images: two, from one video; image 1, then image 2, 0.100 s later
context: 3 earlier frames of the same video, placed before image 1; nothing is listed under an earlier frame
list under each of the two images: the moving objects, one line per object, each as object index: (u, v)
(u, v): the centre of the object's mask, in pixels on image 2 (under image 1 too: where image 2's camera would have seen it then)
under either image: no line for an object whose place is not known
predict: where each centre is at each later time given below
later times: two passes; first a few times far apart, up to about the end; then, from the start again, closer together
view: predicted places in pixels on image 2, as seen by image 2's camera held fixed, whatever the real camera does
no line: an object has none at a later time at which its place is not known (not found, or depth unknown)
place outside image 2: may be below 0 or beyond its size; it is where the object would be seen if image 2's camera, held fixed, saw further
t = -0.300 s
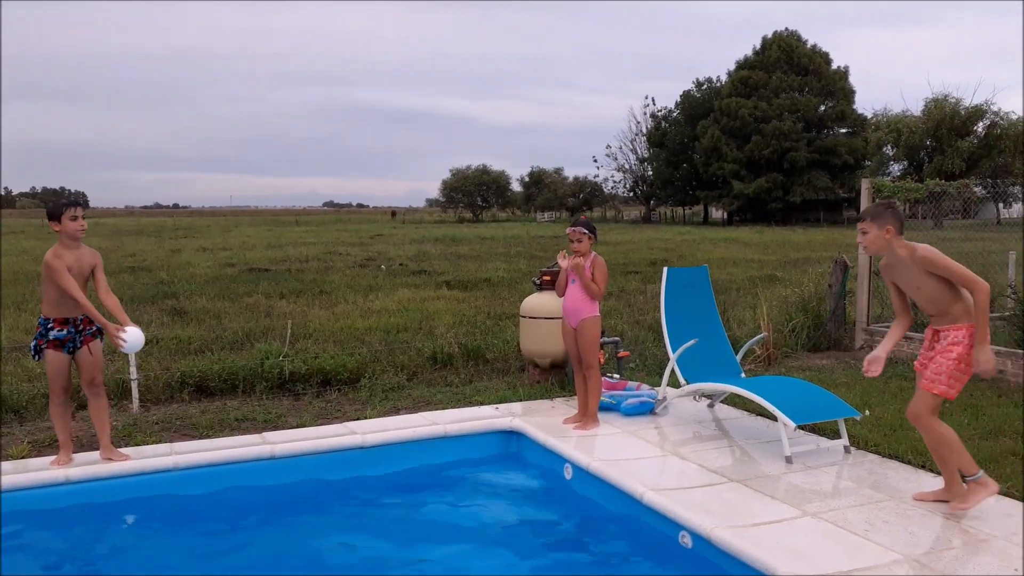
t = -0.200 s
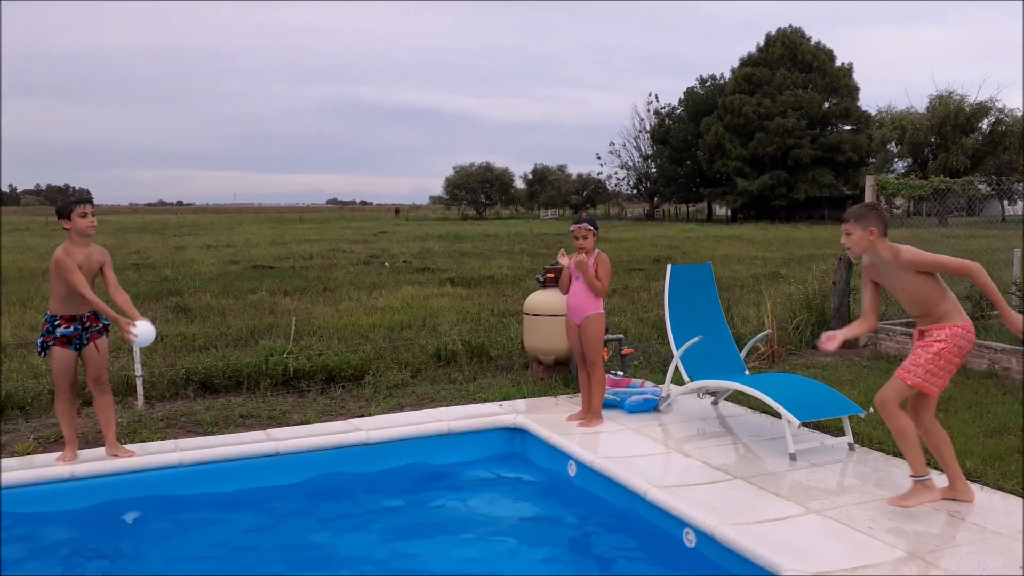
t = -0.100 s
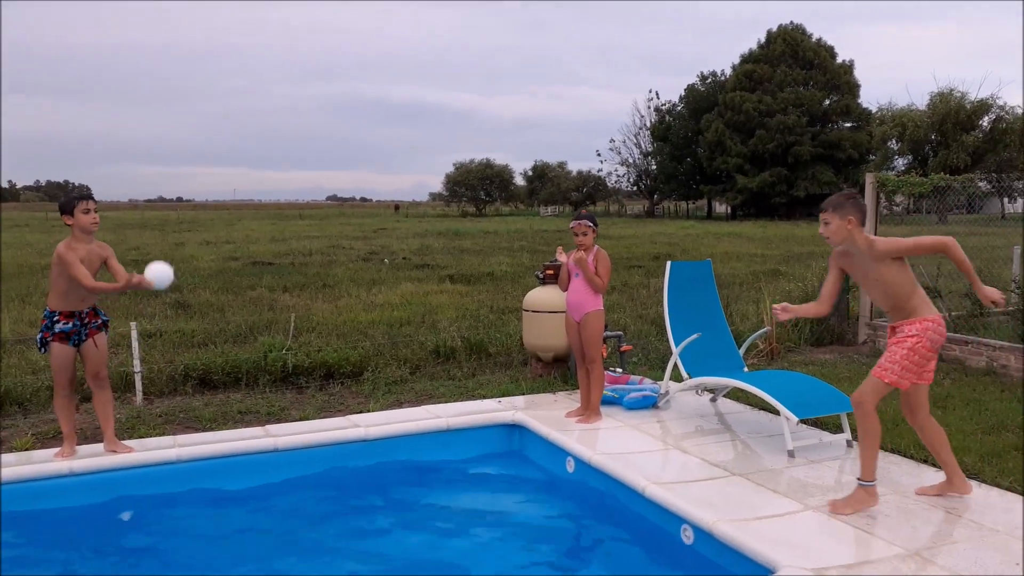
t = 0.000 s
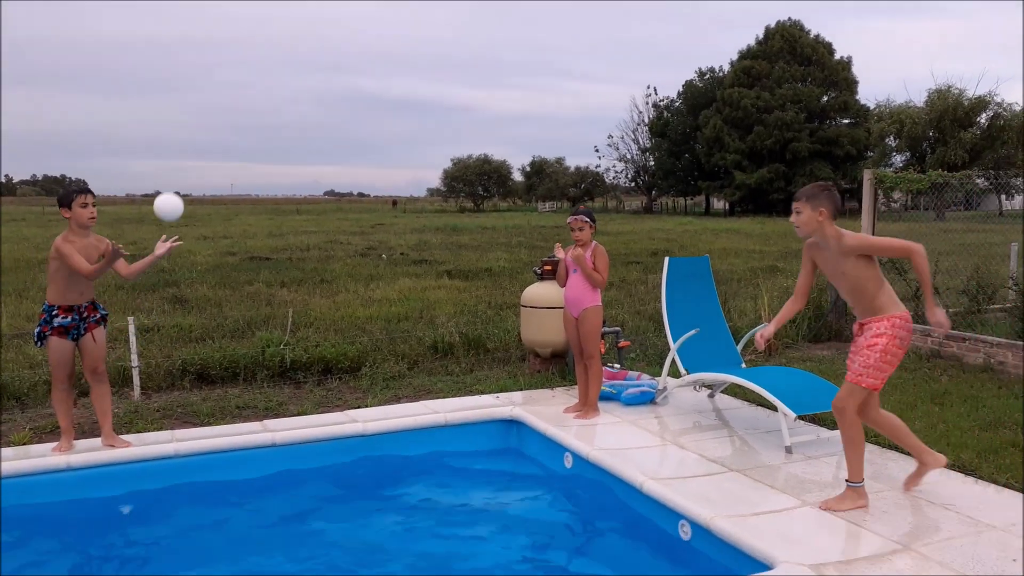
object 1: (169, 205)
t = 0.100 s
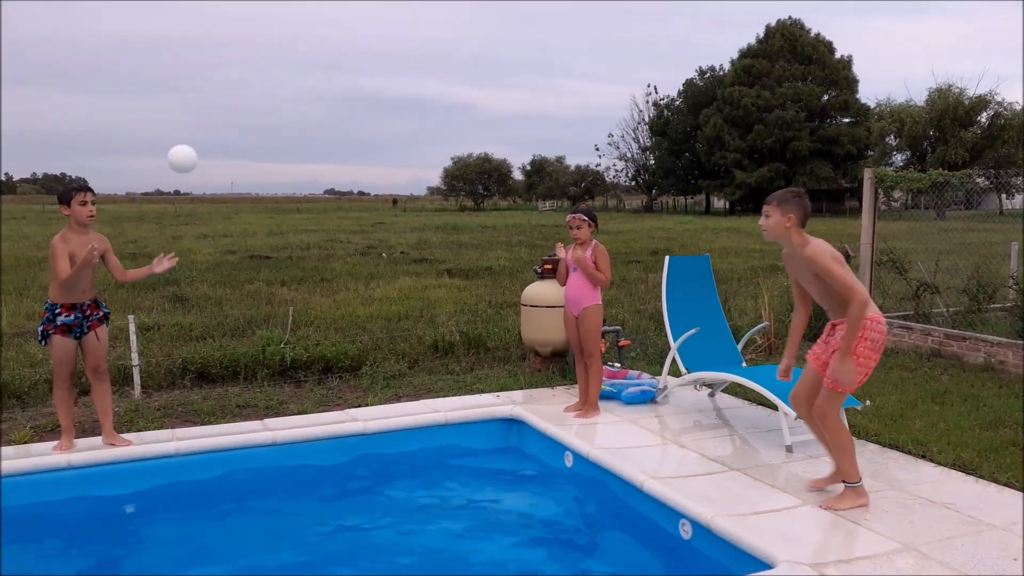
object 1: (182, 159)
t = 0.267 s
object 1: (208, 123)
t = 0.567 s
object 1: (262, 203)
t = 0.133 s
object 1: (187, 148)
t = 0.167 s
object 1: (192, 139)
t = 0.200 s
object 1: (197, 131)
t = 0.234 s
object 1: (203, 126)
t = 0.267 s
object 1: (208, 123)
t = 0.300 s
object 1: (214, 123)
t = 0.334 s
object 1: (219, 125)
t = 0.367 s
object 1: (225, 129)
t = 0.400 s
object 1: (232, 134)
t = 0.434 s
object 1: (237, 143)
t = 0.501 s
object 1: (249, 168)
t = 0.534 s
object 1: (256, 184)
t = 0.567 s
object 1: (262, 203)
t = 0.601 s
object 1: (268, 224)
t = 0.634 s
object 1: (274, 248)
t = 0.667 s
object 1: (280, 274)
